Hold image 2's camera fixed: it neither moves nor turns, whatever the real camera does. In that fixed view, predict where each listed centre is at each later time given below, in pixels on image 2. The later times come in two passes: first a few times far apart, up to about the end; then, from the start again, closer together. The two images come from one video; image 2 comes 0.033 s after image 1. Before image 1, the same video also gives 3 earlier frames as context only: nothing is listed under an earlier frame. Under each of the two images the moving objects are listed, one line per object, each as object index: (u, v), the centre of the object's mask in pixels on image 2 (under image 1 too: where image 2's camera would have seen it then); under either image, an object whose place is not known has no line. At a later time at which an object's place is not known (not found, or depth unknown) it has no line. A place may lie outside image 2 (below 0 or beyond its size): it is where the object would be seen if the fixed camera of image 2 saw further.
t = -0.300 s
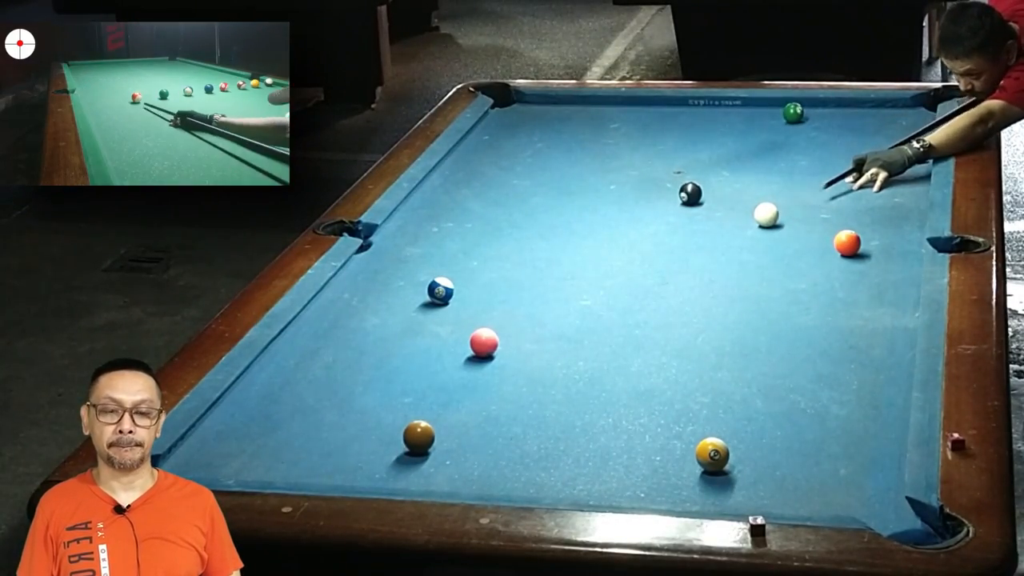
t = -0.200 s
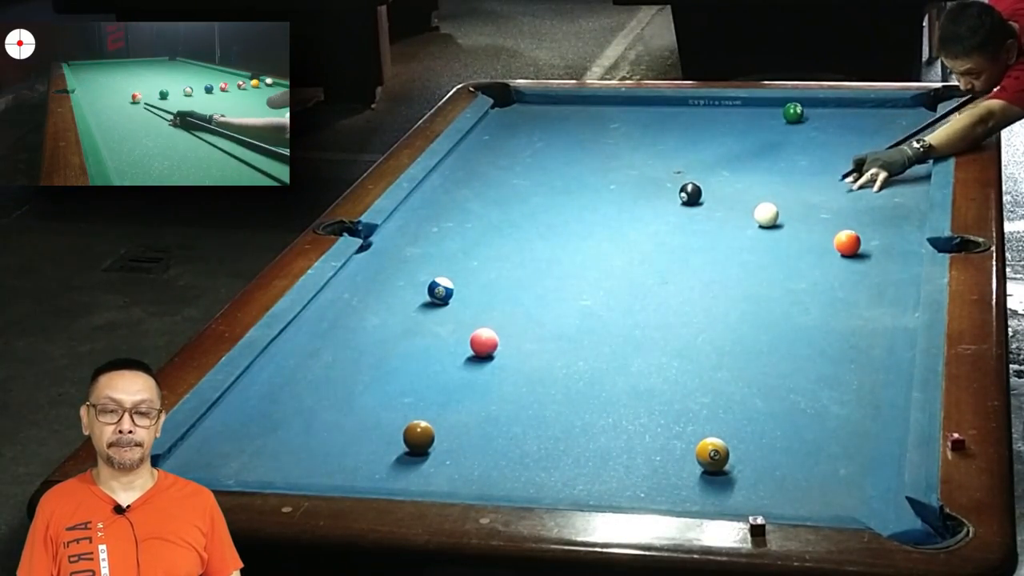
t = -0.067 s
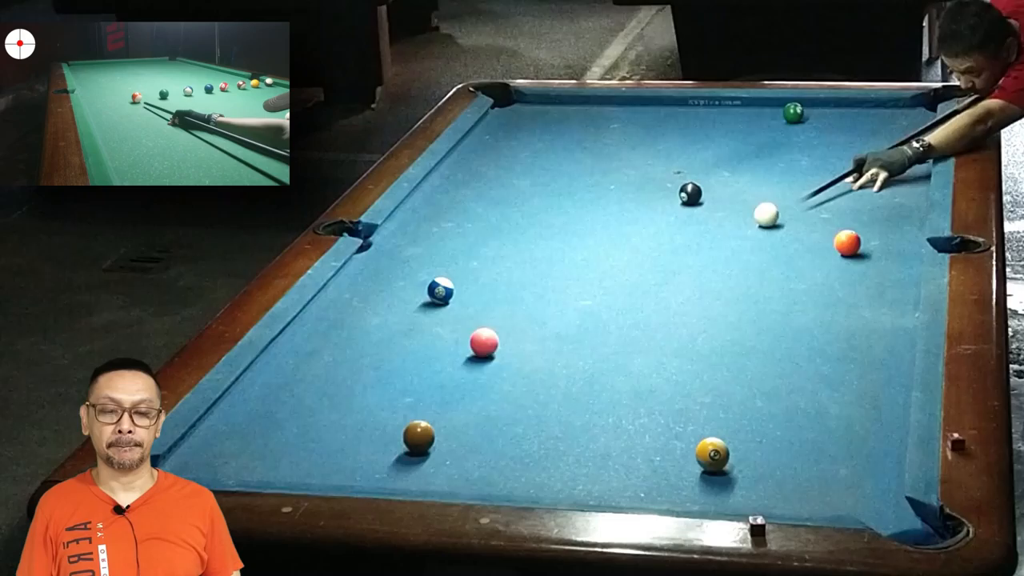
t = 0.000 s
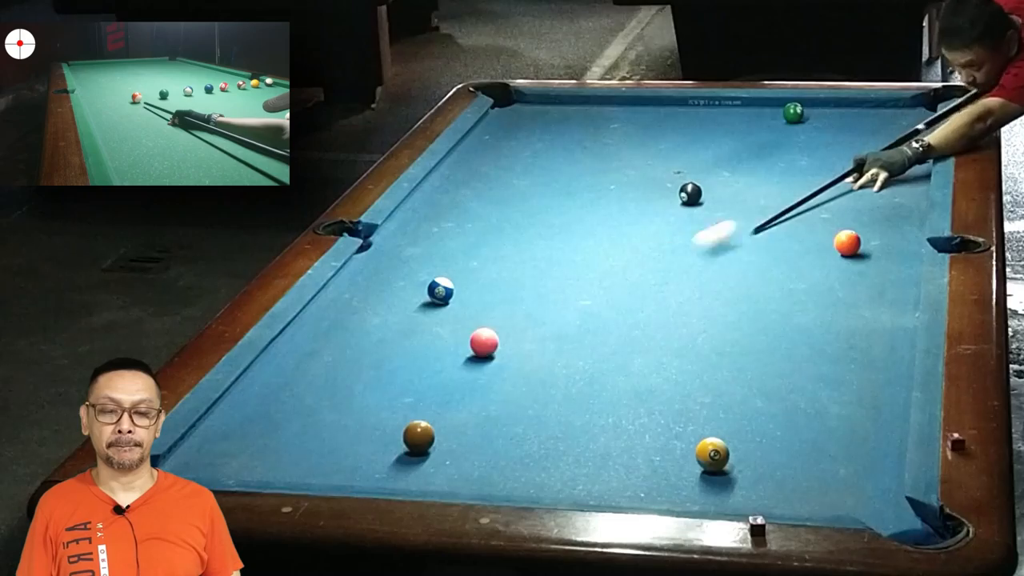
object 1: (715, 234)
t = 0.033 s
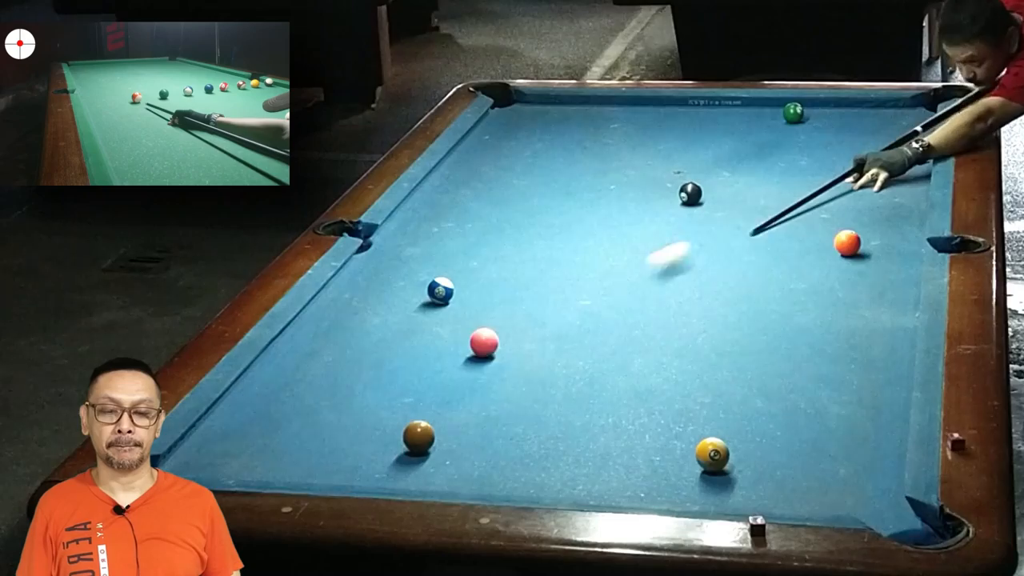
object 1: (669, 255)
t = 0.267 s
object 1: (528, 335)
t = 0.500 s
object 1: (576, 330)
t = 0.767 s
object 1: (627, 324)
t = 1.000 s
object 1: (668, 320)
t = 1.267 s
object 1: (709, 315)
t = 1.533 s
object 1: (747, 310)
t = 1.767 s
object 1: (776, 305)
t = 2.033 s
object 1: (805, 300)
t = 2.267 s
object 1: (827, 296)
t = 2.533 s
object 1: (848, 291)
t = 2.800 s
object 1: (865, 287)
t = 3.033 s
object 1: (877, 284)
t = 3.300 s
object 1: (887, 280)
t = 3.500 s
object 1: (892, 278)
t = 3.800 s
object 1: (898, 276)
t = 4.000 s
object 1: (900, 275)
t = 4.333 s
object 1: (900, 274)
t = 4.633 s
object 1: (900, 273)
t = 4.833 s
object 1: (899, 273)
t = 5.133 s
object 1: (899, 273)
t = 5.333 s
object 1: (898, 273)
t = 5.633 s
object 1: (898, 273)
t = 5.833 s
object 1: (898, 273)
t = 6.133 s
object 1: (897, 273)
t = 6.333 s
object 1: (897, 273)
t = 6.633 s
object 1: (897, 273)
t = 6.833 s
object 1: (897, 273)
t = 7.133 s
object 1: (897, 273)
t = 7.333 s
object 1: (898, 273)
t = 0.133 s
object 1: (520, 324)
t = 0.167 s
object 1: (509, 335)
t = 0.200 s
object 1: (514, 336)
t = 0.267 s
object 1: (528, 335)
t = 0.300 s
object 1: (535, 334)
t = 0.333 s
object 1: (542, 334)
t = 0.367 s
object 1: (549, 333)
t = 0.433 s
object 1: (563, 332)
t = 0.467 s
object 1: (570, 331)
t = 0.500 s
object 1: (576, 330)
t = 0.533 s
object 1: (583, 329)
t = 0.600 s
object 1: (596, 328)
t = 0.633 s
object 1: (602, 327)
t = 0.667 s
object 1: (608, 327)
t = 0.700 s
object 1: (615, 326)
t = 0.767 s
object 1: (627, 324)
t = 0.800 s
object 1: (633, 324)
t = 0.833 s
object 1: (639, 323)
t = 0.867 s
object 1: (645, 322)
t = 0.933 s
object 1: (656, 321)
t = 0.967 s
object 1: (662, 321)
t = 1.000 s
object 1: (668, 320)
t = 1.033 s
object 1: (673, 320)
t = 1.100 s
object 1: (684, 318)
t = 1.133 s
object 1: (689, 317)
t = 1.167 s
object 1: (694, 317)
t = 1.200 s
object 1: (699, 316)
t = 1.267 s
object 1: (709, 315)
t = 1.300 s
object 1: (714, 314)
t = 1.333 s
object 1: (719, 314)
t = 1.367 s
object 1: (724, 313)
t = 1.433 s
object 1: (733, 311)
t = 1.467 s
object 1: (738, 311)
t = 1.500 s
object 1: (743, 310)
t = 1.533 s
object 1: (747, 310)
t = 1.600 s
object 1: (756, 308)
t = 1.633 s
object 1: (760, 308)
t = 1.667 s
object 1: (764, 307)
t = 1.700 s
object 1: (768, 306)
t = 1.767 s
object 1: (776, 305)
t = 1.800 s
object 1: (780, 304)
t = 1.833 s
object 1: (784, 304)
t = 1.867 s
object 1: (788, 303)
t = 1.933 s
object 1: (795, 302)
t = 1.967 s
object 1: (798, 301)
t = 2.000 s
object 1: (802, 301)
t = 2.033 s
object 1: (805, 300)
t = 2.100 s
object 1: (812, 299)
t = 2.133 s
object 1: (815, 298)
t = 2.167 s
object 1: (818, 298)
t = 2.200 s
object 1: (821, 297)
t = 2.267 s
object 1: (827, 296)
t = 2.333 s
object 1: (833, 293)
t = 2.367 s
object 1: (836, 294)
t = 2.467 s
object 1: (844, 292)
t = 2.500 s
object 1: (846, 292)
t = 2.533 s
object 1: (848, 291)
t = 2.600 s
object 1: (853, 290)
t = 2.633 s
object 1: (855, 290)
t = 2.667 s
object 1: (857, 289)
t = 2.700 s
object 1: (859, 289)
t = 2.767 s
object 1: (863, 288)
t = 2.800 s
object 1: (865, 287)
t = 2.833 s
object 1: (867, 287)
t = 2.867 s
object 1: (869, 286)
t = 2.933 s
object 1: (872, 285)
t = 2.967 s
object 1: (874, 285)
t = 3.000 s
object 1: (876, 284)
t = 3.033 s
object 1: (877, 284)
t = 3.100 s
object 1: (880, 283)
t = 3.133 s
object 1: (881, 283)
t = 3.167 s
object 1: (883, 282)
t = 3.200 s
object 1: (884, 282)
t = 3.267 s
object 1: (886, 281)
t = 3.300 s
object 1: (887, 280)
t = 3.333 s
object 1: (888, 280)
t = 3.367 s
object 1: (889, 280)
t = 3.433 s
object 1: (891, 279)
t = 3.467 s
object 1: (892, 279)
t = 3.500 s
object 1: (892, 278)
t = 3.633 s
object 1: (895, 277)
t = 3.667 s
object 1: (896, 277)
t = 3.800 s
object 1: (898, 276)
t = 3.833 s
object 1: (898, 276)
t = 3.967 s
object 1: (899, 275)
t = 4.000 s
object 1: (900, 275)
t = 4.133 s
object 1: (900, 274)
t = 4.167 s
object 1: (900, 274)
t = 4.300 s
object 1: (900, 274)
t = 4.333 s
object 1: (900, 274)
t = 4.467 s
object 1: (900, 273)
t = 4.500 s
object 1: (899, 273)
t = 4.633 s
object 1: (900, 273)
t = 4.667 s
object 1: (899, 273)
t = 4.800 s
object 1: (899, 273)
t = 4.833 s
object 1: (899, 273)
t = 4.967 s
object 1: (899, 273)
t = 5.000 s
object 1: (899, 273)
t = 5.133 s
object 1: (899, 273)
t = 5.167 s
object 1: (899, 273)
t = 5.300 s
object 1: (898, 273)
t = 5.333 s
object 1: (898, 273)
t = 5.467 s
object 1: (898, 273)
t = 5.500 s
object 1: (898, 273)
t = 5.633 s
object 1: (898, 273)
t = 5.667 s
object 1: (898, 273)
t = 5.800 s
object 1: (898, 273)
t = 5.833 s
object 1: (898, 273)
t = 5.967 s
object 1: (897, 273)
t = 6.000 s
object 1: (897, 273)
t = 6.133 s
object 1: (897, 273)
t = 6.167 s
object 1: (897, 273)
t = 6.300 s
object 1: (897, 273)
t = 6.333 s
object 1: (897, 273)
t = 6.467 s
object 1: (897, 273)
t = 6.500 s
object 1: (897, 273)
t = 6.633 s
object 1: (897, 273)
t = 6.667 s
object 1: (897, 273)
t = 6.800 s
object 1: (897, 273)
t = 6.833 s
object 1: (897, 273)
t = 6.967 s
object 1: (897, 273)
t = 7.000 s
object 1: (897, 273)
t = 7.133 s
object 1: (897, 273)
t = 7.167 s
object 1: (897, 273)
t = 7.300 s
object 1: (897, 273)
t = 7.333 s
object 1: (898, 273)
